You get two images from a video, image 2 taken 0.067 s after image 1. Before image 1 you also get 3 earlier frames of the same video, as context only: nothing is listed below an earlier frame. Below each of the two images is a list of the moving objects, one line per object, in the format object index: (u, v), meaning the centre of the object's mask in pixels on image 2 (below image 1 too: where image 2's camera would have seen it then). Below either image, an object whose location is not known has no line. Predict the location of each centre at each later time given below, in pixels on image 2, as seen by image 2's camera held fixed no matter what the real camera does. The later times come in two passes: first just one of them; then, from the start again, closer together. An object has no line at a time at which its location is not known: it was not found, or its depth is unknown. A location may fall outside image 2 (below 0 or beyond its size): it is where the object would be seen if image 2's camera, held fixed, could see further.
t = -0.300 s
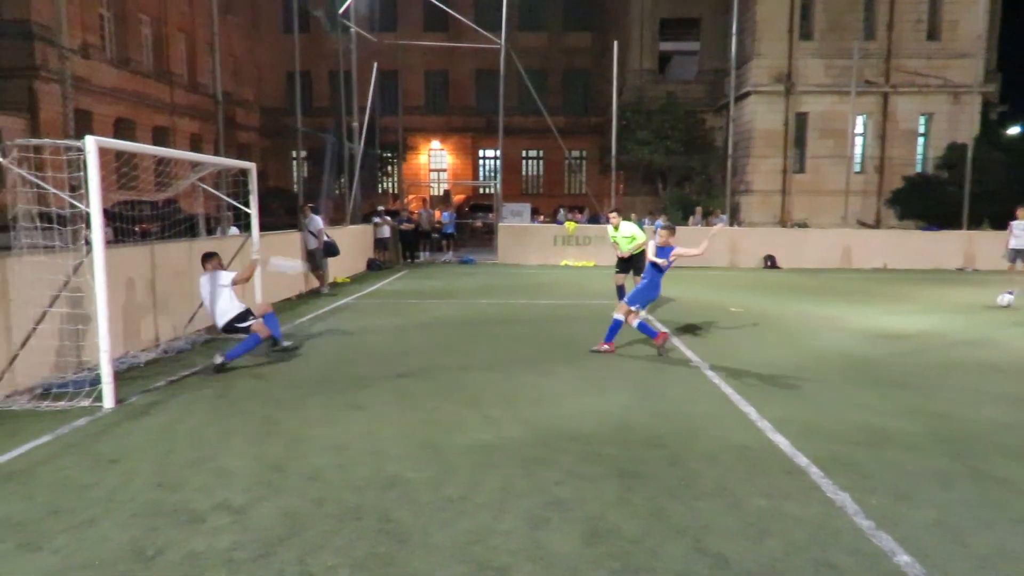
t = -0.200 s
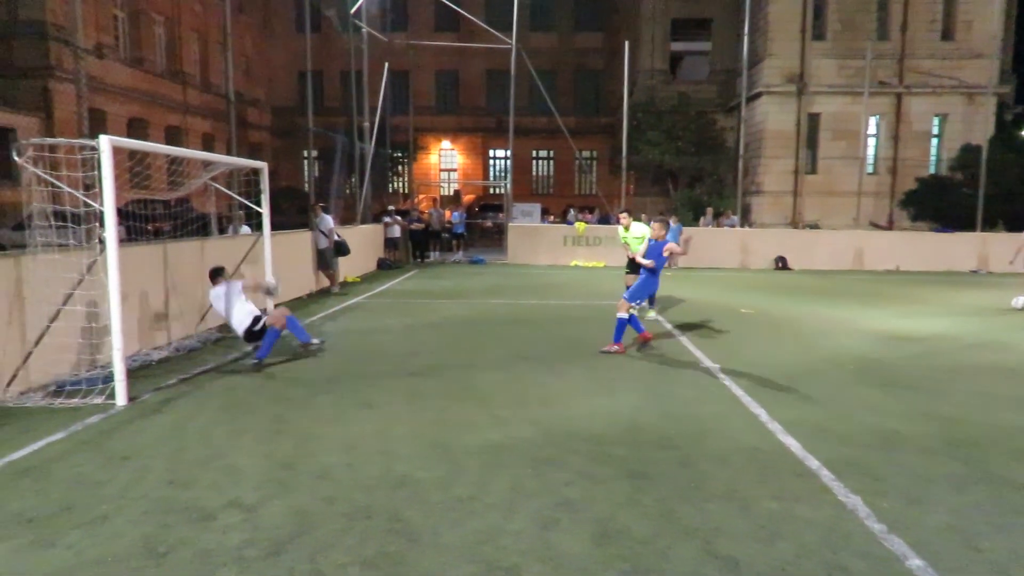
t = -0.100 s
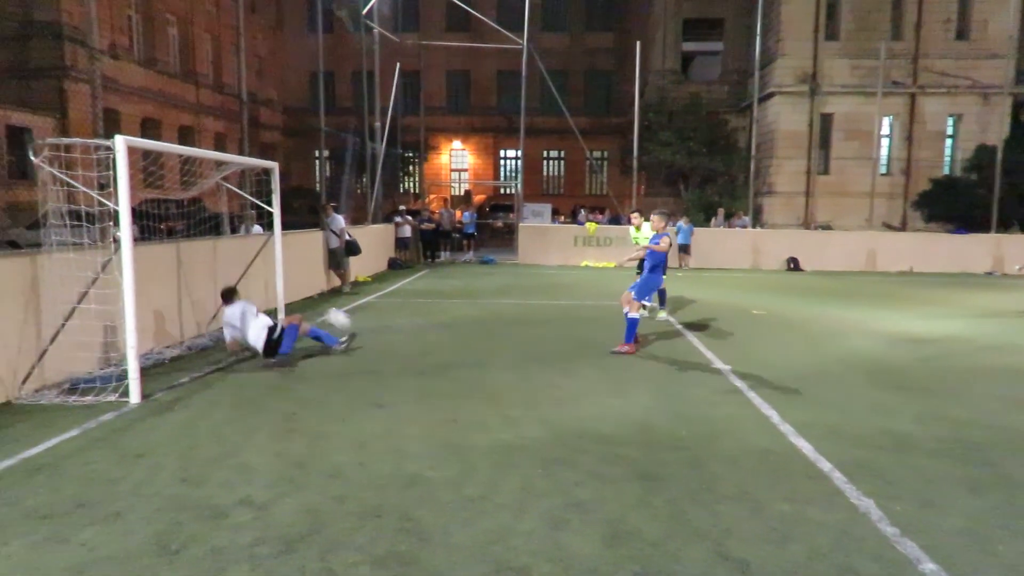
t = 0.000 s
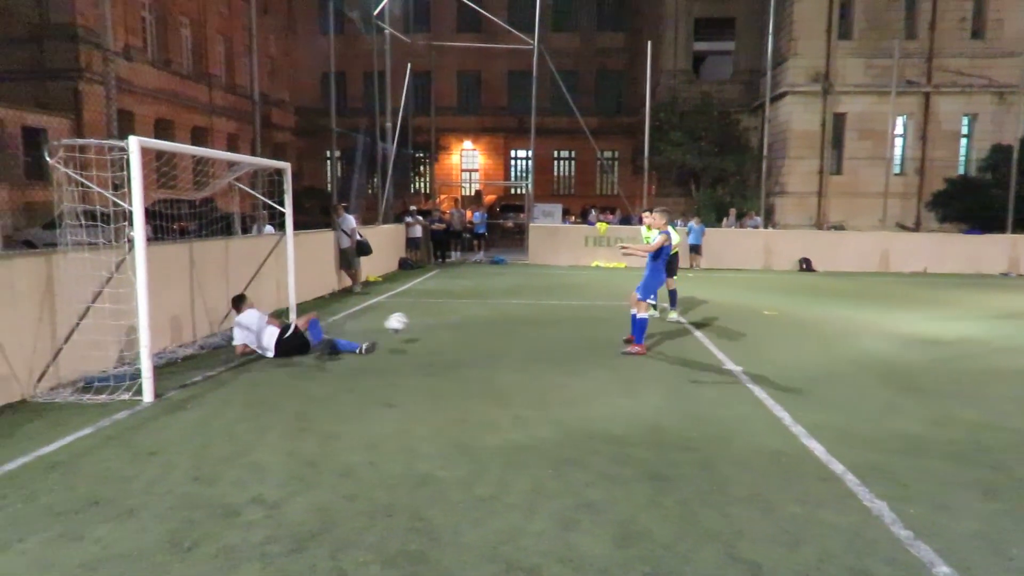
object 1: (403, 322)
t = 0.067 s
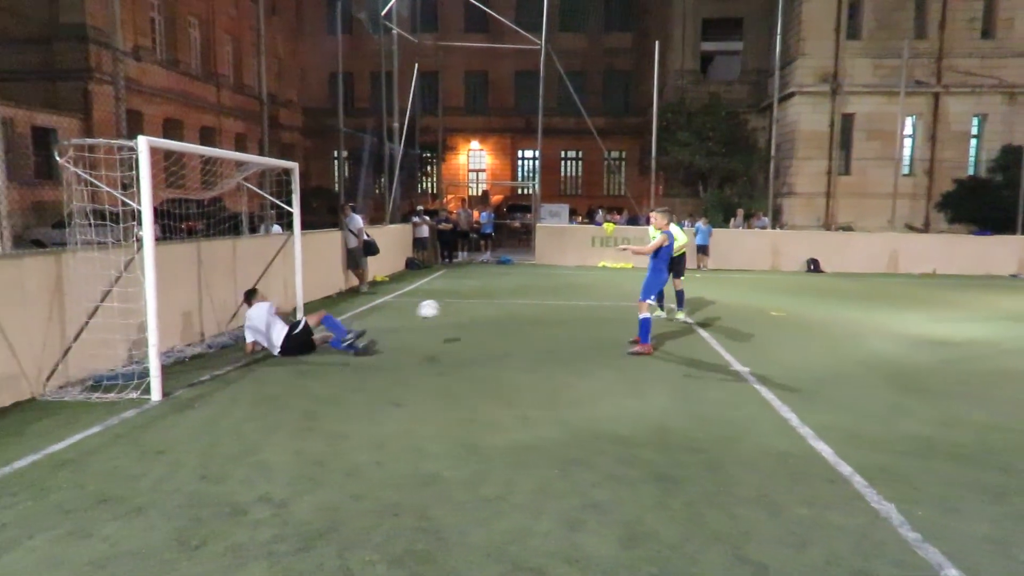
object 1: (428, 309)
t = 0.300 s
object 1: (525, 298)
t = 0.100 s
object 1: (440, 305)
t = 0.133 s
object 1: (454, 301)
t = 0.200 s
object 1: (481, 297)
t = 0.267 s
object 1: (511, 296)
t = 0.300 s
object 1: (525, 298)
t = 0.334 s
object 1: (541, 301)
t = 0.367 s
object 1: (556, 305)
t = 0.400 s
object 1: (573, 310)
